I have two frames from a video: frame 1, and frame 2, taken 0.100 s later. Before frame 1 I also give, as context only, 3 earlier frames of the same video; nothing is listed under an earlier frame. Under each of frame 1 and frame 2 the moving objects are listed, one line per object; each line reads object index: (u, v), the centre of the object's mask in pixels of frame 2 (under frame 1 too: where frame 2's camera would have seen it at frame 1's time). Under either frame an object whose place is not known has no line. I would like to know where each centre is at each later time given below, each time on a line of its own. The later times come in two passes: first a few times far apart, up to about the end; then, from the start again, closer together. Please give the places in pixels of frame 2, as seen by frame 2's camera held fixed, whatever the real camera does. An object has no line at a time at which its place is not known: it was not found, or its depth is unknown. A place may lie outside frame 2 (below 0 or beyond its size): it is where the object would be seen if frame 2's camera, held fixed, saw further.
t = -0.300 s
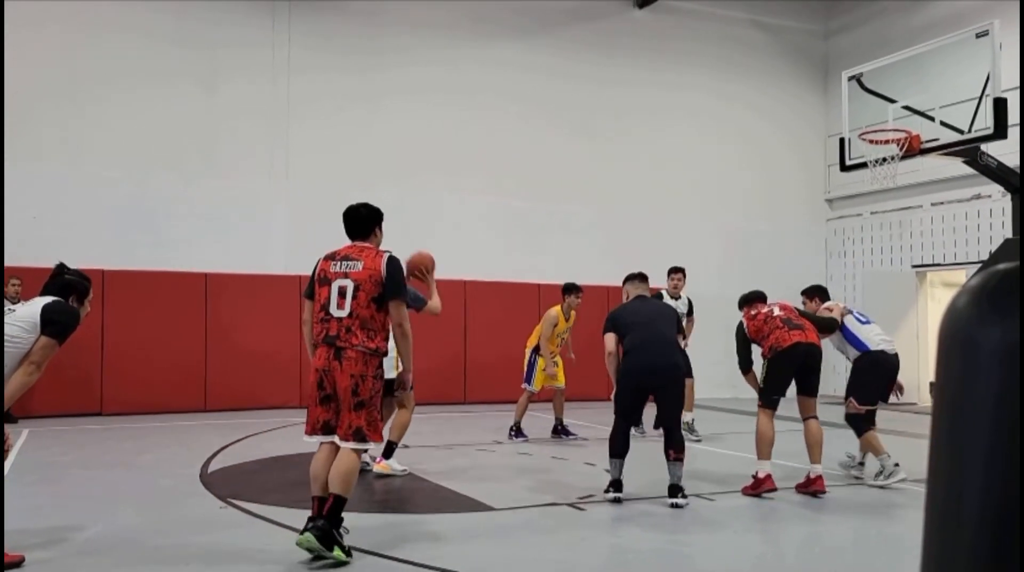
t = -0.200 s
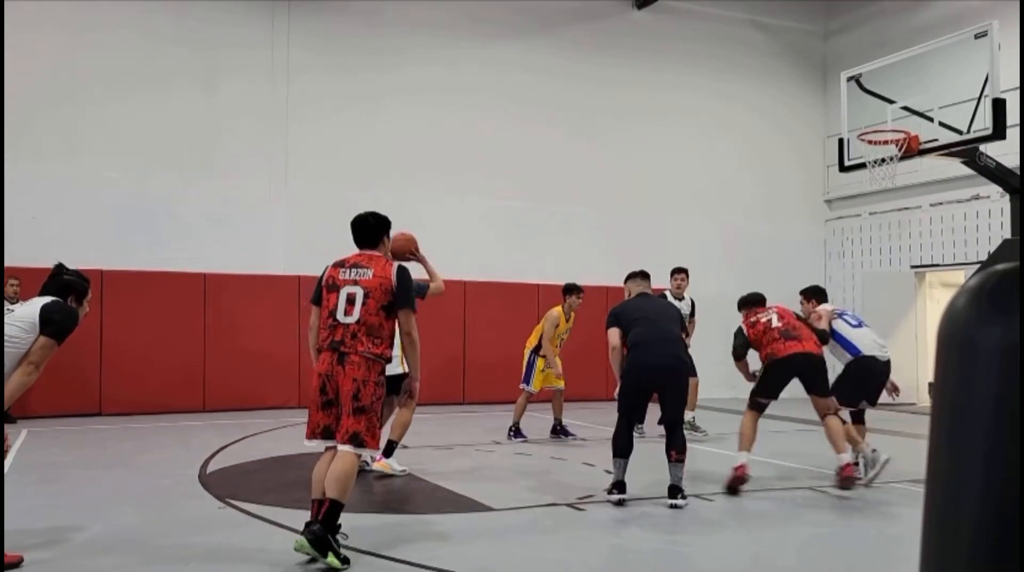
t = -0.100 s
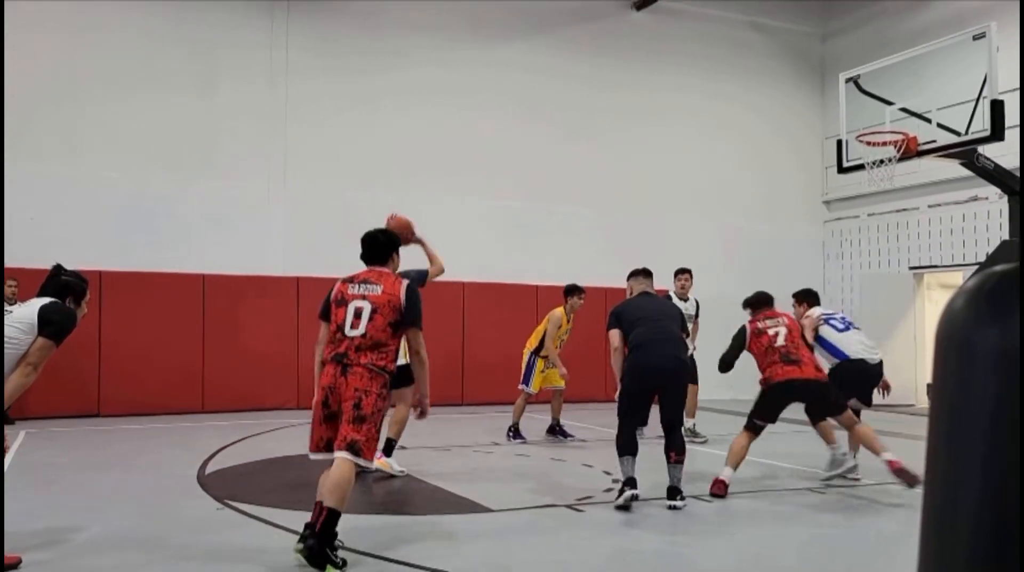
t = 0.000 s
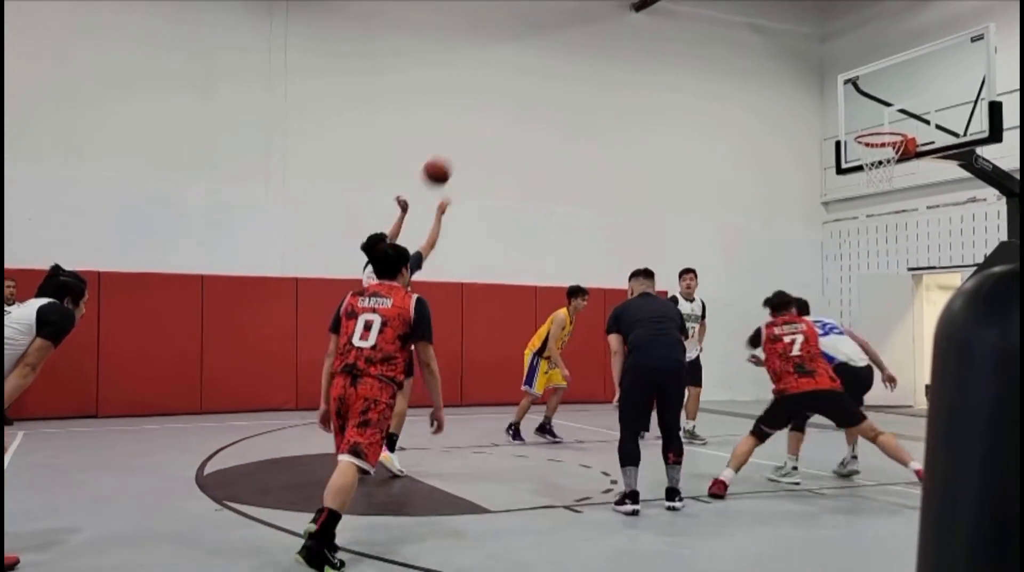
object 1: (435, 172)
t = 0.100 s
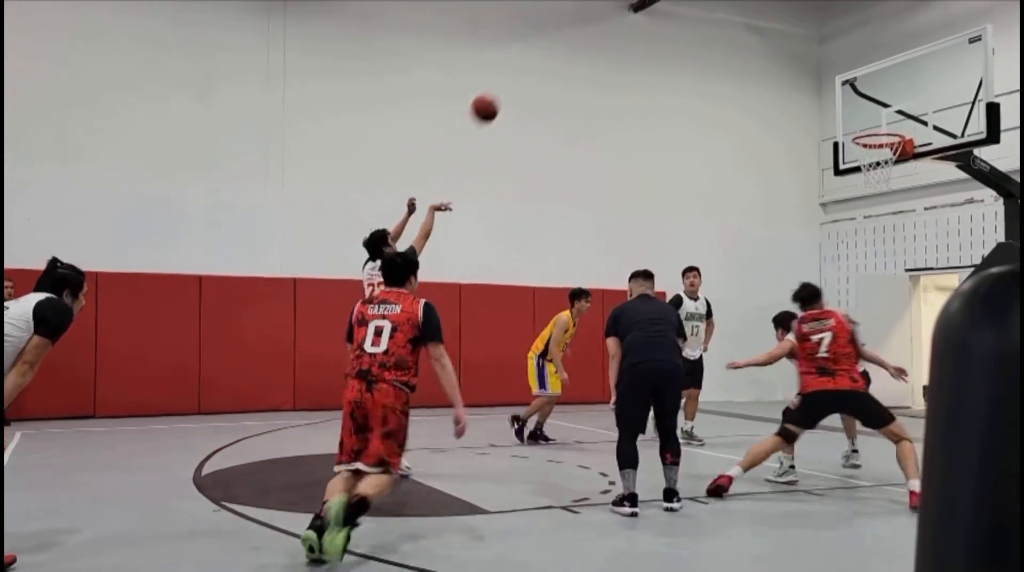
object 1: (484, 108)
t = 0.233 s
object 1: (547, 45)
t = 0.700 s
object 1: (737, 1)
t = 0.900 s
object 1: (809, 41)
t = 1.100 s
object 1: (876, 122)
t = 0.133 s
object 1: (501, 89)
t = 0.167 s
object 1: (517, 73)
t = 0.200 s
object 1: (532, 58)
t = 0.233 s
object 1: (547, 45)
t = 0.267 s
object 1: (562, 33)
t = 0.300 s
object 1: (577, 22)
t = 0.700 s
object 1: (737, 1)
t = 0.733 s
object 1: (749, 3)
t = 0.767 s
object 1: (762, 6)
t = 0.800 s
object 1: (774, 12)
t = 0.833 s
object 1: (786, 21)
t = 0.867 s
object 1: (797, 30)
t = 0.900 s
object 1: (809, 41)
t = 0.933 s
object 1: (820, 52)
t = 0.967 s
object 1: (831, 64)
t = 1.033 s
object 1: (854, 91)
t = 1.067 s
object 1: (865, 107)
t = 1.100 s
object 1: (876, 122)
